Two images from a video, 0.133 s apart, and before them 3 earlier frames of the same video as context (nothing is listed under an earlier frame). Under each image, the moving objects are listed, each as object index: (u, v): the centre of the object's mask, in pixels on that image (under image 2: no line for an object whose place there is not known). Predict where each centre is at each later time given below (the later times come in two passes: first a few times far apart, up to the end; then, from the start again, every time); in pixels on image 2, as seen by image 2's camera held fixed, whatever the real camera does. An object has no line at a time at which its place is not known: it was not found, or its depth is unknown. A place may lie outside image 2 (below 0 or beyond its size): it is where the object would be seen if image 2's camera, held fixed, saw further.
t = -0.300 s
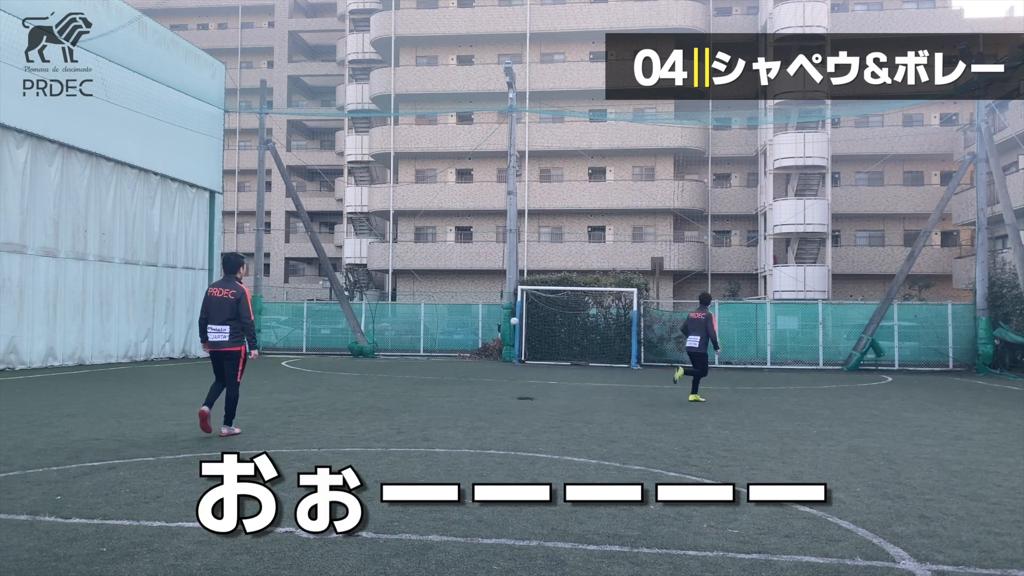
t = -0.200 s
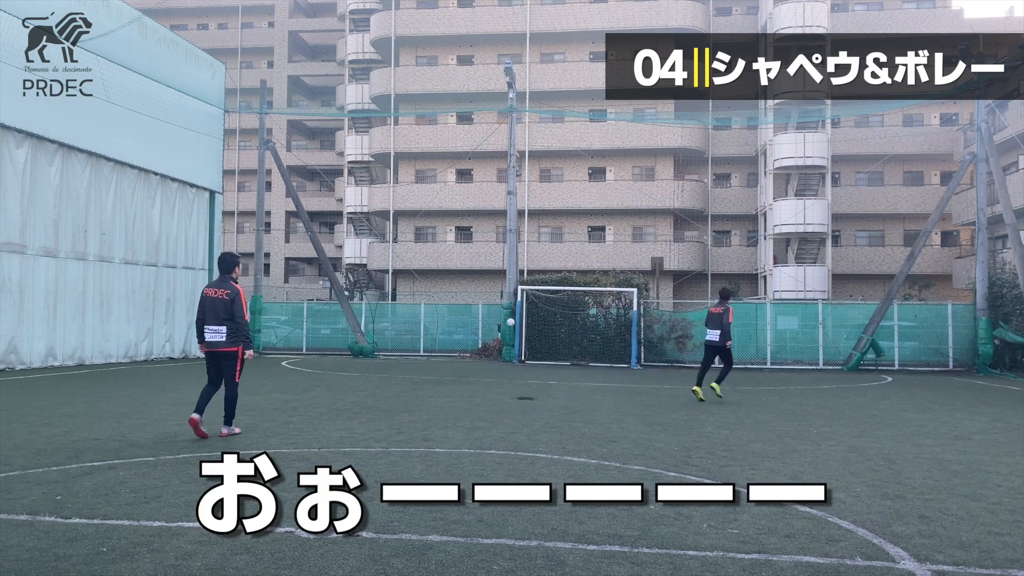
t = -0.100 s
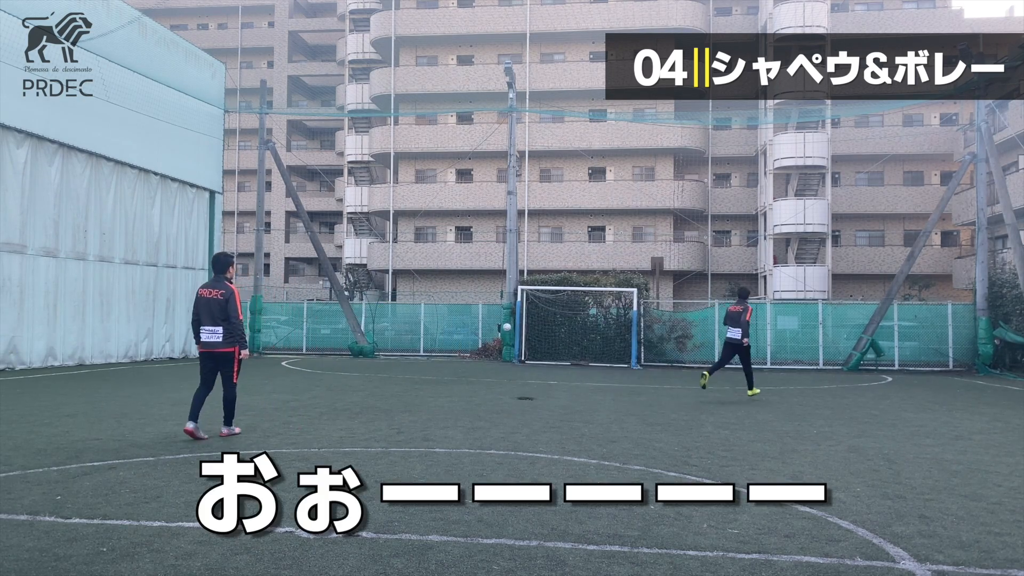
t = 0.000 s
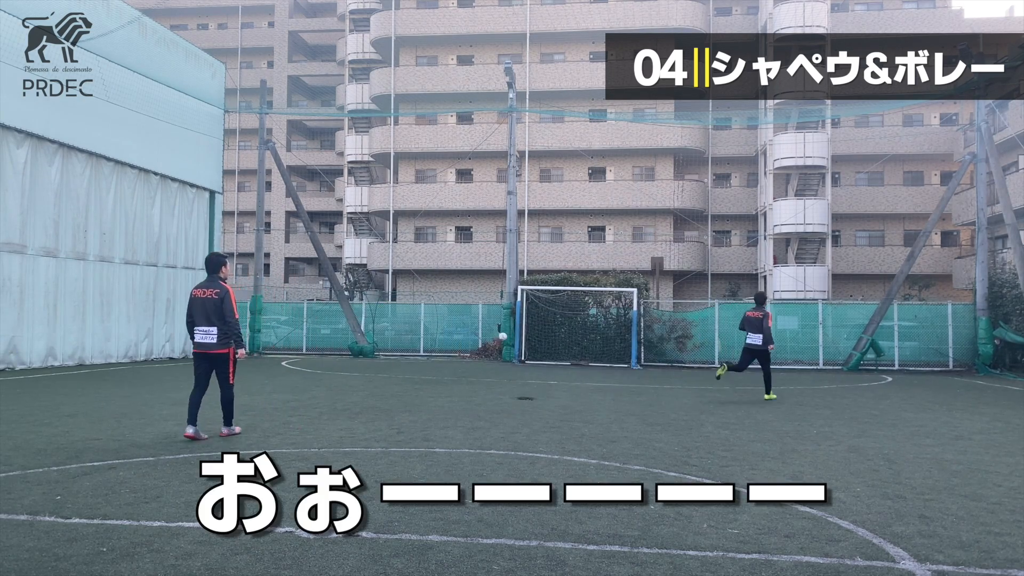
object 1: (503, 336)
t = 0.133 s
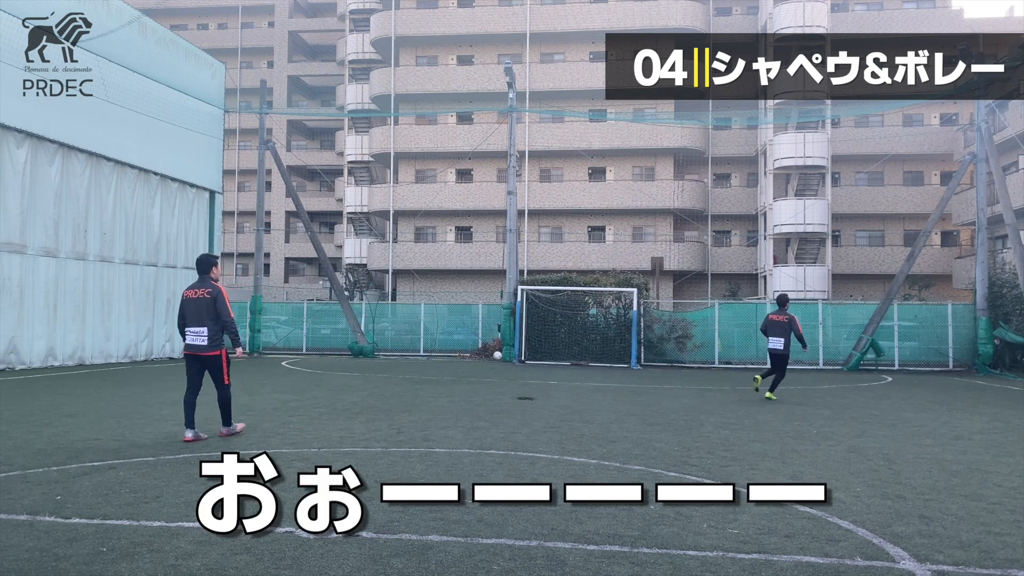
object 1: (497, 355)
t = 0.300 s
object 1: (492, 351)
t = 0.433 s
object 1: (488, 342)
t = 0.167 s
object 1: (496, 362)
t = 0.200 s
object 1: (495, 363)
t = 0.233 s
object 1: (494, 359)
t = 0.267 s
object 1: (493, 355)
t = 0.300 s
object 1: (492, 351)
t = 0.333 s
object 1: (491, 349)
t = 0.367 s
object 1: (490, 346)
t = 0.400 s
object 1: (489, 344)
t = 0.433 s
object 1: (488, 342)
